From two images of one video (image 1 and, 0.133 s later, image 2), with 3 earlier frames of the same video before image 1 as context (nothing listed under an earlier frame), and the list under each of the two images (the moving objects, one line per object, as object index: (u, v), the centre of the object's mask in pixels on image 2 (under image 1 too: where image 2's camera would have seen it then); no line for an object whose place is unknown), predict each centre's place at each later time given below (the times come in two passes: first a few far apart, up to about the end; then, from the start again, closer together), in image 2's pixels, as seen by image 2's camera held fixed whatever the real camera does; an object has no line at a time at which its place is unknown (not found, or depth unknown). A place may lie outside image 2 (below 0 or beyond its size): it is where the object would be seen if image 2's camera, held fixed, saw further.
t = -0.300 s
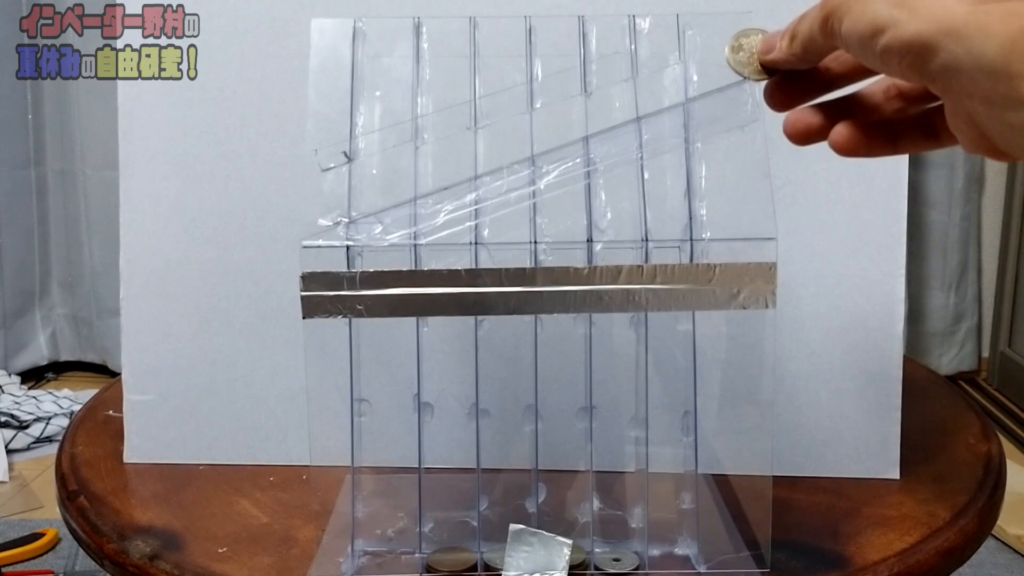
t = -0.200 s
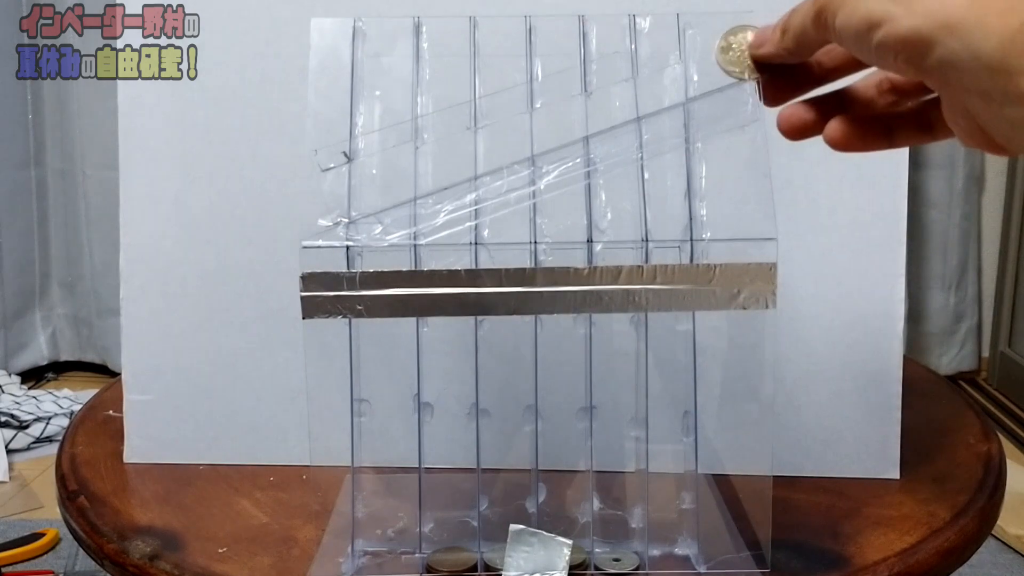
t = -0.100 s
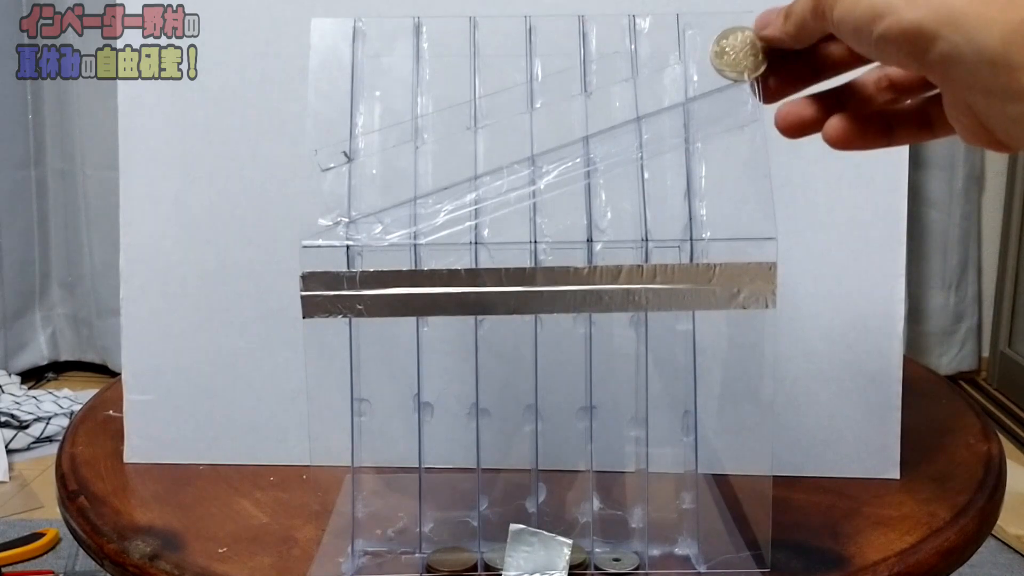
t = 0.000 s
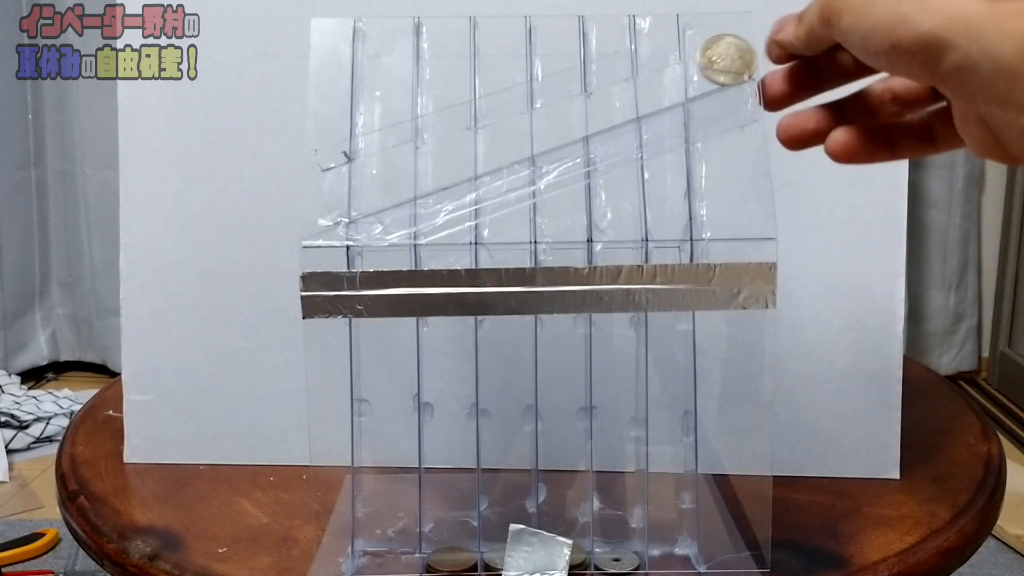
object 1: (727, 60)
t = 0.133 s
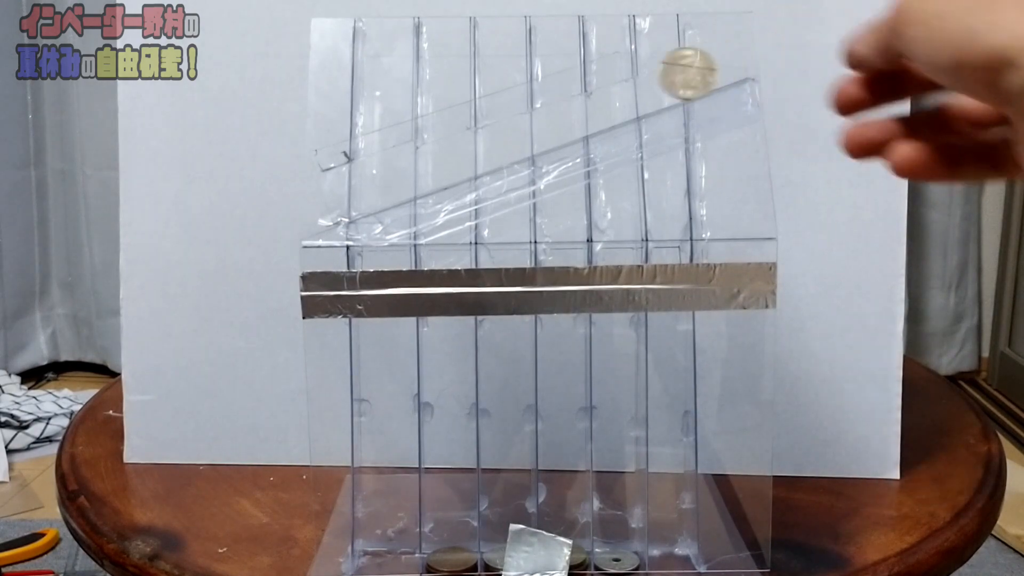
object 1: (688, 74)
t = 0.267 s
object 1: (621, 97)
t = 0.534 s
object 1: (386, 180)
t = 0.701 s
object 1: (384, 184)
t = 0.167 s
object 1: (674, 78)
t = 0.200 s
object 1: (660, 84)
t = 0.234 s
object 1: (641, 90)
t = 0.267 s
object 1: (621, 97)
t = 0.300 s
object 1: (600, 105)
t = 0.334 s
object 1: (577, 113)
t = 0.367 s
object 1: (549, 123)
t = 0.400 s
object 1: (522, 133)
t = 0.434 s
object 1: (489, 143)
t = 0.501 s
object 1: (414, 170)
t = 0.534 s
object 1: (386, 180)
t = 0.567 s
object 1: (402, 174)
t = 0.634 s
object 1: (400, 175)
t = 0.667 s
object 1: (393, 178)
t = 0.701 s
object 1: (384, 184)
